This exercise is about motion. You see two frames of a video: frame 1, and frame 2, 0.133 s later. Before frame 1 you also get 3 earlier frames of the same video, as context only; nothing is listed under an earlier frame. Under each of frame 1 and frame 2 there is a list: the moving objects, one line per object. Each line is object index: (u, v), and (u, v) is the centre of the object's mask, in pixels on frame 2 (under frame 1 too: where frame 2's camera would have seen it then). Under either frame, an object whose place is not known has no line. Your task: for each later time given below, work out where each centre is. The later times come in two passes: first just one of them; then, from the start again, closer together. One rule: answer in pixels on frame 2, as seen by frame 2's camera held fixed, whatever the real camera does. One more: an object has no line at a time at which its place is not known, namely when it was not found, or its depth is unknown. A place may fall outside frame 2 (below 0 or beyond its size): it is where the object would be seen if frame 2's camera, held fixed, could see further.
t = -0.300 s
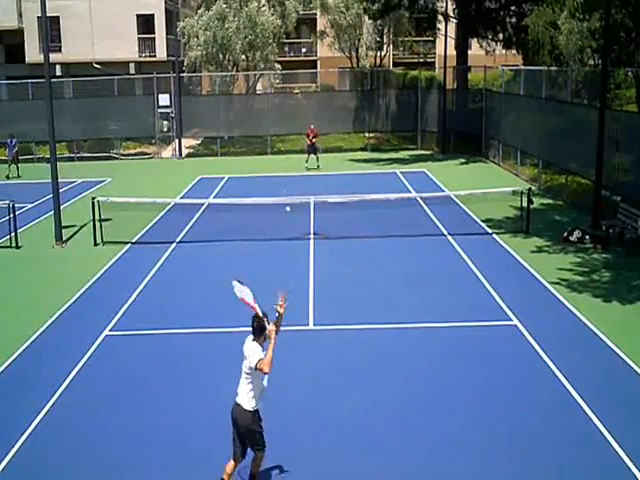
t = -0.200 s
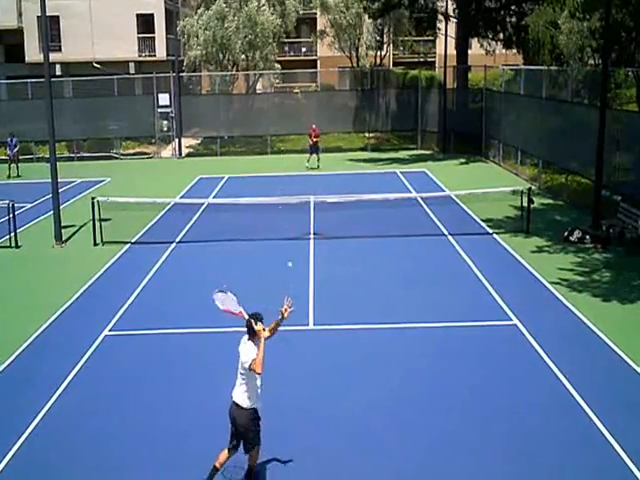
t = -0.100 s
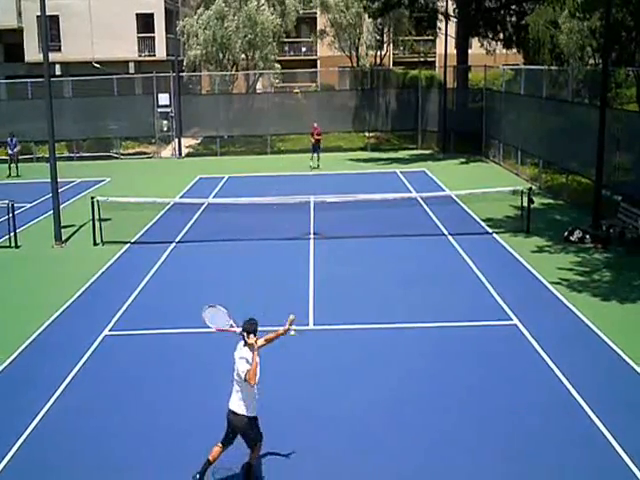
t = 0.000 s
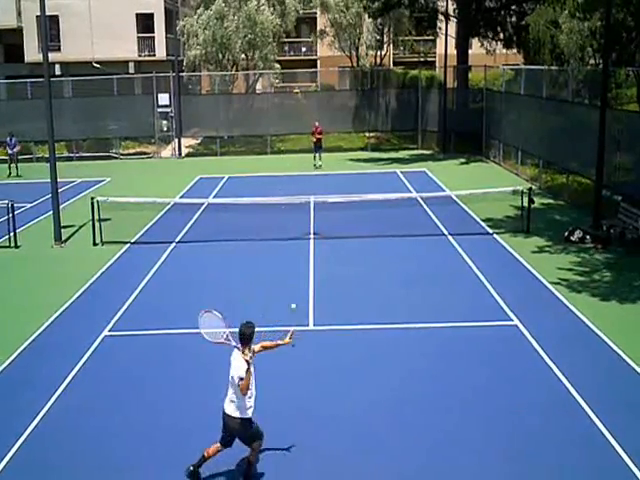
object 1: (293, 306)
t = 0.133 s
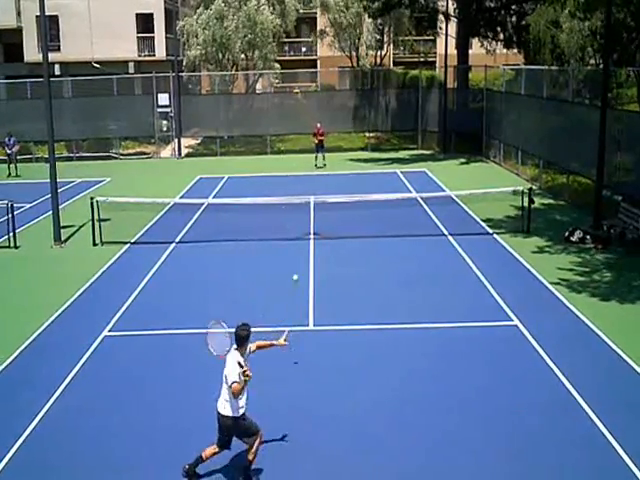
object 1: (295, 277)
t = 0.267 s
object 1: (297, 259)
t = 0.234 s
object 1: (297, 262)
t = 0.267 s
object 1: (297, 259)
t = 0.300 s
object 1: (298, 257)
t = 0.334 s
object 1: (298, 255)
